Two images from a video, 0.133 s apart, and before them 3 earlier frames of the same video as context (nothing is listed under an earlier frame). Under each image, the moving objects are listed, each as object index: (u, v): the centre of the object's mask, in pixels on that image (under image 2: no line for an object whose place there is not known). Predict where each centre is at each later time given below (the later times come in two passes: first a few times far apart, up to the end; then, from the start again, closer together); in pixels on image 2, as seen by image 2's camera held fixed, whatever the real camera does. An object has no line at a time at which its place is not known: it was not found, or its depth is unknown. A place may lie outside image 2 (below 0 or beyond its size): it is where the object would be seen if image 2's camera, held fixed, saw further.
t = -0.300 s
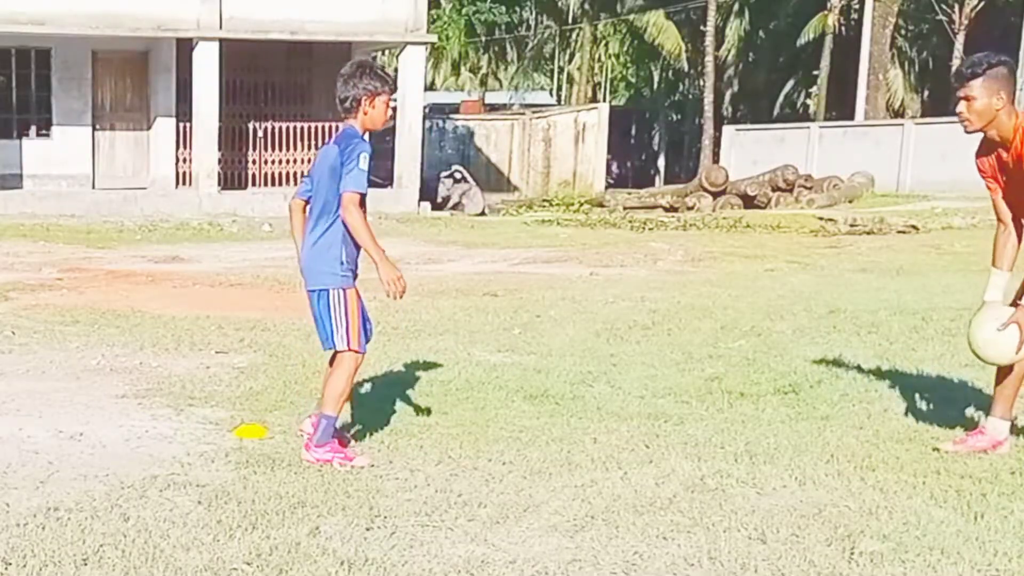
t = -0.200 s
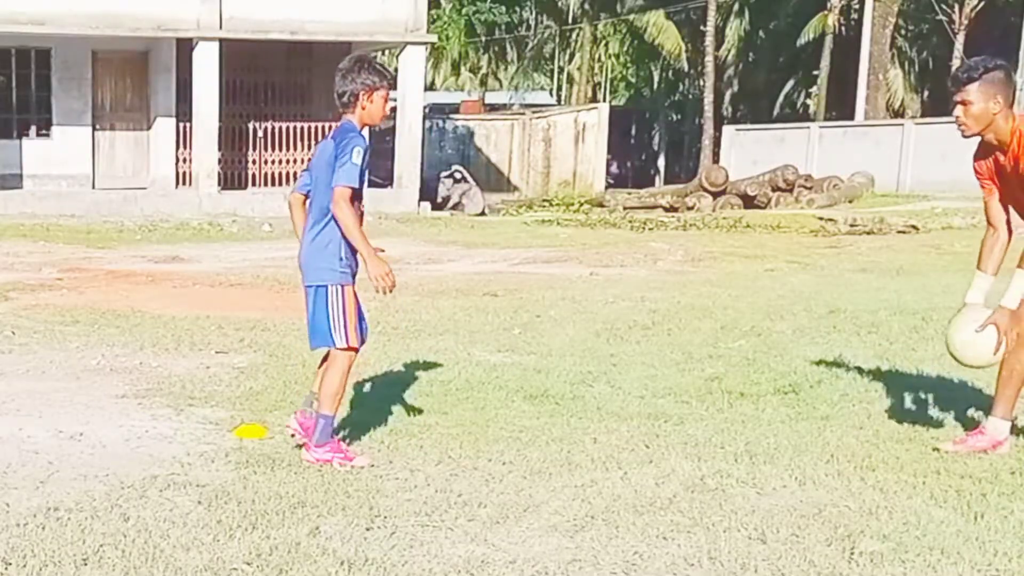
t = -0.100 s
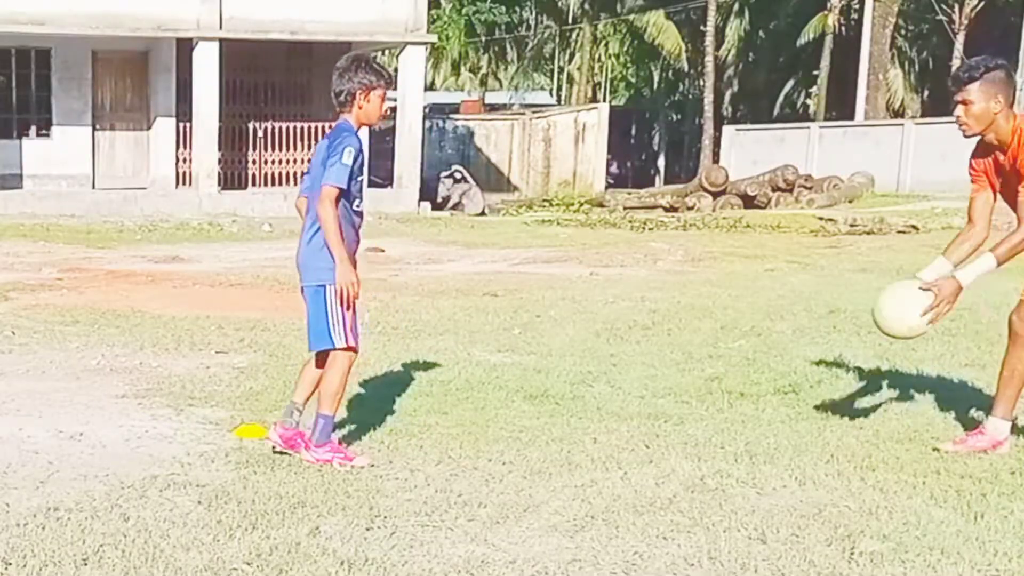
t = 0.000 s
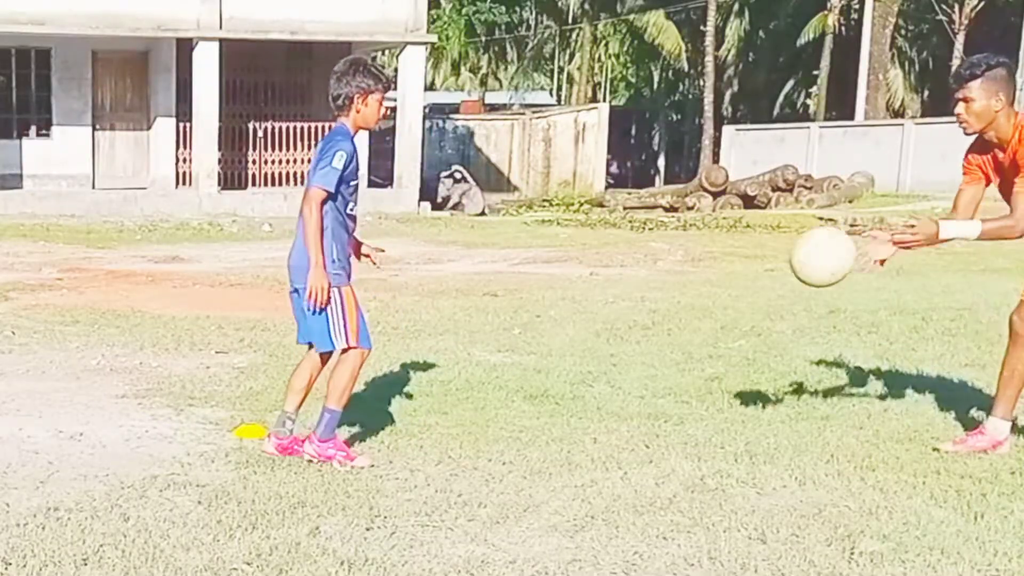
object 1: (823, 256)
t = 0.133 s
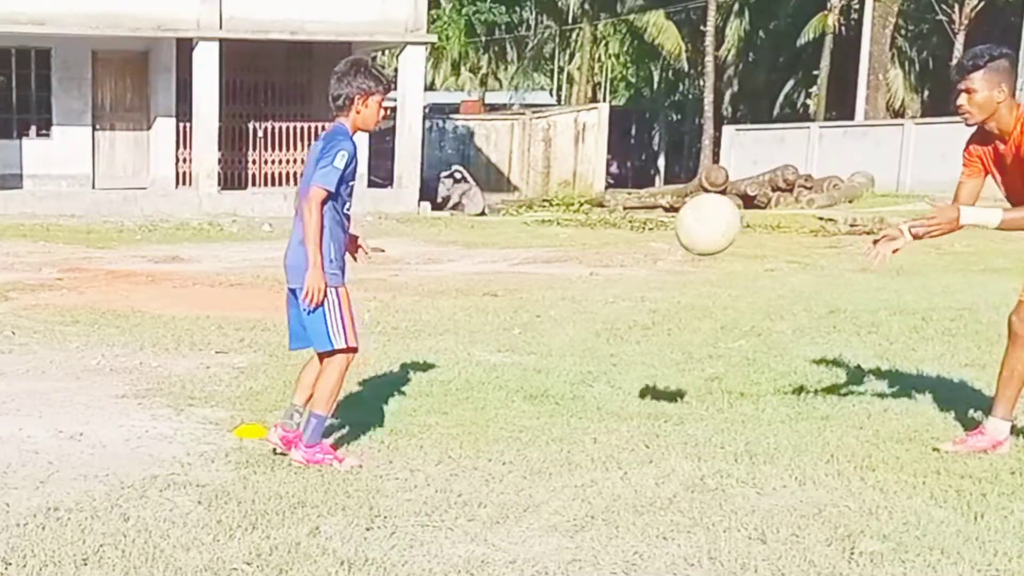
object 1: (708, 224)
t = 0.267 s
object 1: (590, 243)
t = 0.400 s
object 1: (468, 312)
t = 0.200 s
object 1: (649, 227)
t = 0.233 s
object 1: (619, 233)
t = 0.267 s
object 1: (590, 243)
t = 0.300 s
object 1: (559, 255)
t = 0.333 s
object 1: (529, 271)
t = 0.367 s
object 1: (498, 291)
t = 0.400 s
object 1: (468, 312)
